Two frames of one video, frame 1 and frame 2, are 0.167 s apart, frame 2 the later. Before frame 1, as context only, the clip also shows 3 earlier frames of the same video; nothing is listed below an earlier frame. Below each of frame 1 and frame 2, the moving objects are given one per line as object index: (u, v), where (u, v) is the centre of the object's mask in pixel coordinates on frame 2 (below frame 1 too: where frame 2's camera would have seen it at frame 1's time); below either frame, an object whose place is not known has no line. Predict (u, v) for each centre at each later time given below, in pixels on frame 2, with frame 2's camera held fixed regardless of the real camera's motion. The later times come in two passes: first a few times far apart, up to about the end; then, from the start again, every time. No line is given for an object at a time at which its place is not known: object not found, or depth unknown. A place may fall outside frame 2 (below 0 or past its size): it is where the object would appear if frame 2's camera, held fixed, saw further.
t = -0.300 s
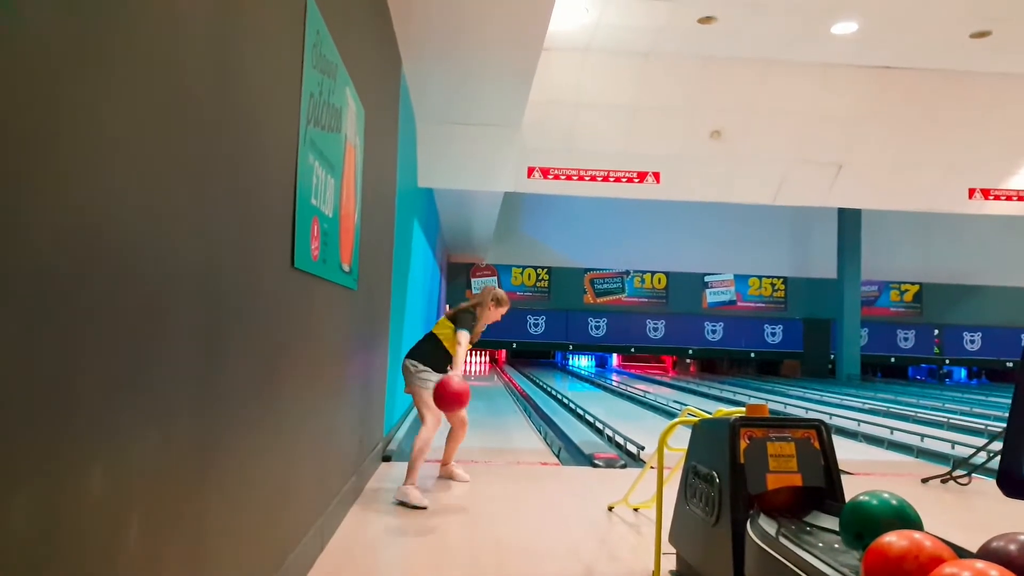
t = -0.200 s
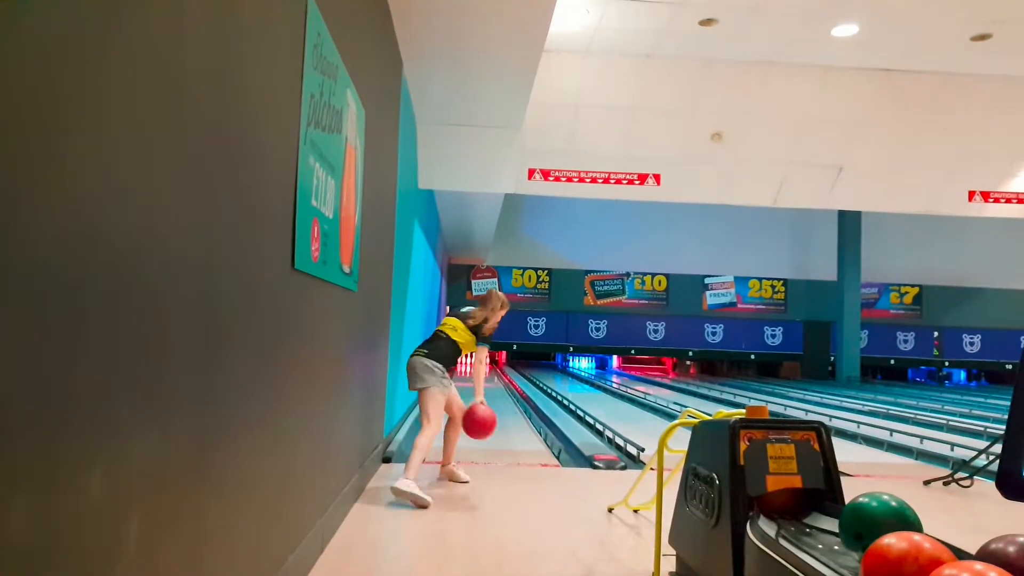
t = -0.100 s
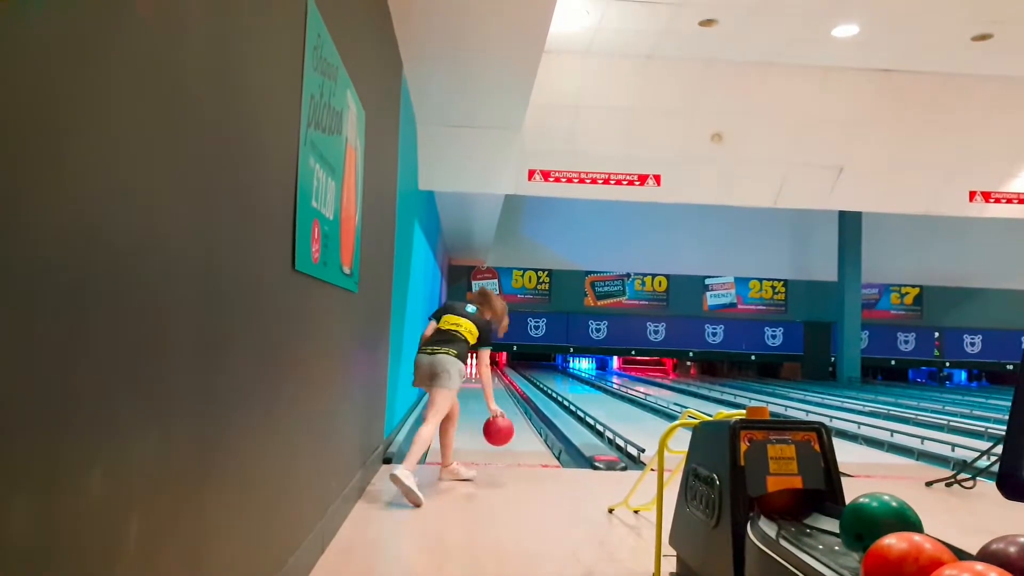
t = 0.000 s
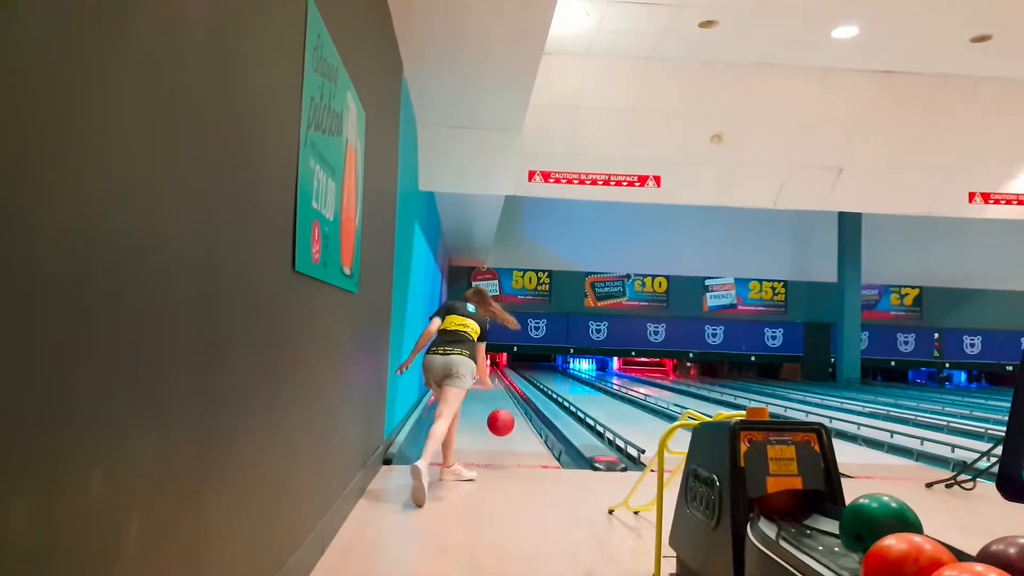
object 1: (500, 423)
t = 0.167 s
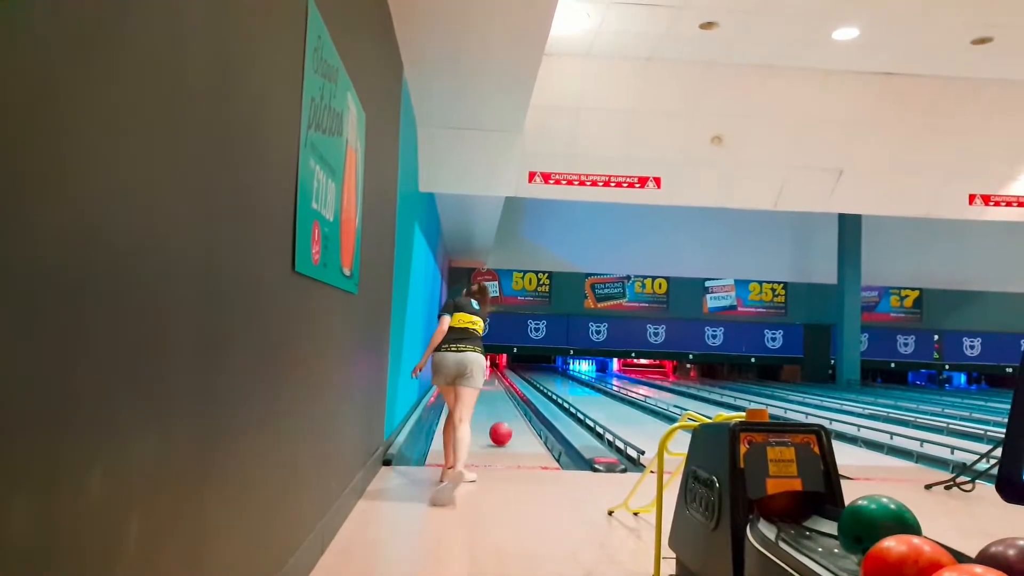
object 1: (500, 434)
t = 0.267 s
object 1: (501, 426)
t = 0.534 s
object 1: (501, 410)
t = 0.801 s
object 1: (501, 398)
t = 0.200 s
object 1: (501, 431)
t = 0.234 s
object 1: (501, 428)
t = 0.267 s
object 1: (501, 426)
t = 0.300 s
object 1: (501, 424)
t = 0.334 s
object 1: (501, 421)
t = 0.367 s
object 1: (501, 419)
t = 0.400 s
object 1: (501, 417)
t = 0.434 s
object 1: (502, 415)
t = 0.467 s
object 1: (502, 413)
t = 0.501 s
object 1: (502, 411)
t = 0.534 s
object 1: (501, 410)
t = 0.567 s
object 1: (501, 408)
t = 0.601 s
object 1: (502, 406)
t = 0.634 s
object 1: (502, 405)
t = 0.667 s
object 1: (502, 404)
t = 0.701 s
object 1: (501, 402)
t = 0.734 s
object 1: (502, 400)
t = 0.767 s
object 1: (502, 399)
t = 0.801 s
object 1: (501, 398)
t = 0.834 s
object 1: (501, 397)
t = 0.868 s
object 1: (501, 396)
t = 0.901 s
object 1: (501, 395)
